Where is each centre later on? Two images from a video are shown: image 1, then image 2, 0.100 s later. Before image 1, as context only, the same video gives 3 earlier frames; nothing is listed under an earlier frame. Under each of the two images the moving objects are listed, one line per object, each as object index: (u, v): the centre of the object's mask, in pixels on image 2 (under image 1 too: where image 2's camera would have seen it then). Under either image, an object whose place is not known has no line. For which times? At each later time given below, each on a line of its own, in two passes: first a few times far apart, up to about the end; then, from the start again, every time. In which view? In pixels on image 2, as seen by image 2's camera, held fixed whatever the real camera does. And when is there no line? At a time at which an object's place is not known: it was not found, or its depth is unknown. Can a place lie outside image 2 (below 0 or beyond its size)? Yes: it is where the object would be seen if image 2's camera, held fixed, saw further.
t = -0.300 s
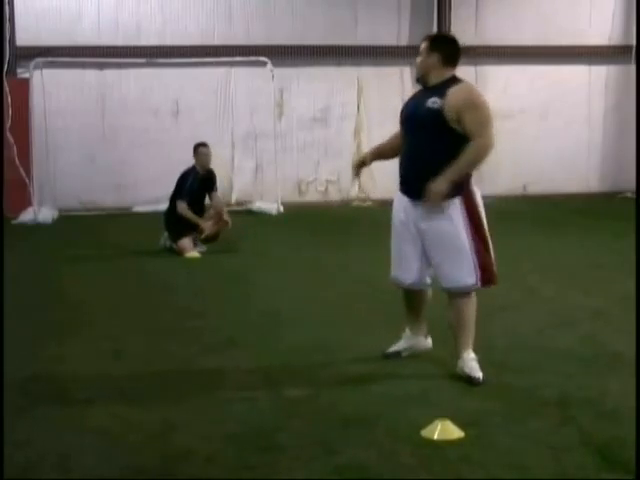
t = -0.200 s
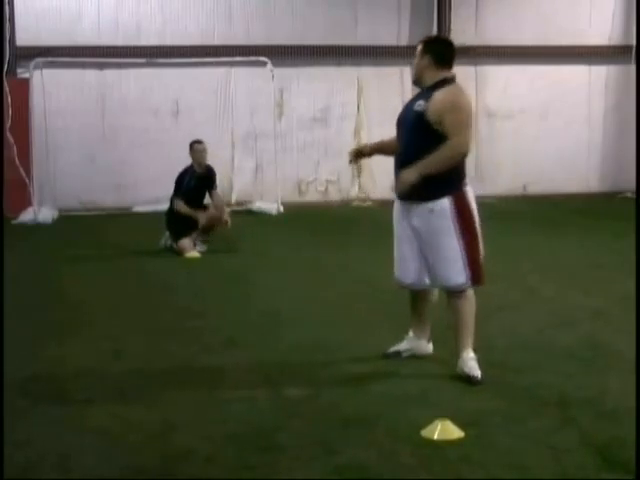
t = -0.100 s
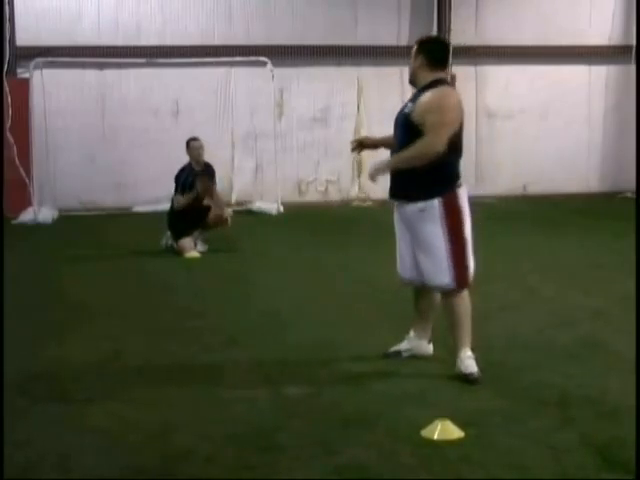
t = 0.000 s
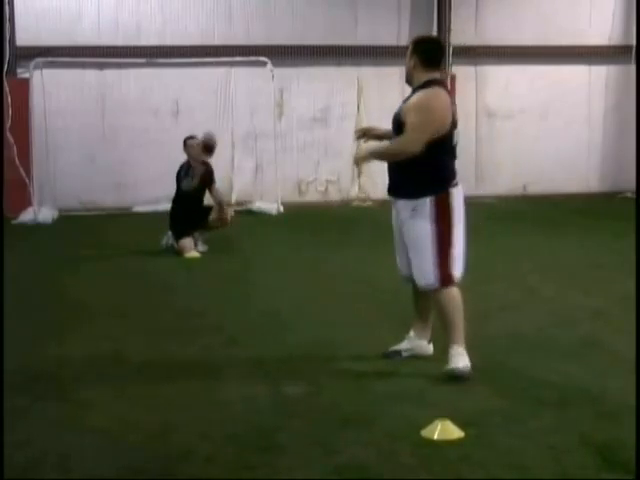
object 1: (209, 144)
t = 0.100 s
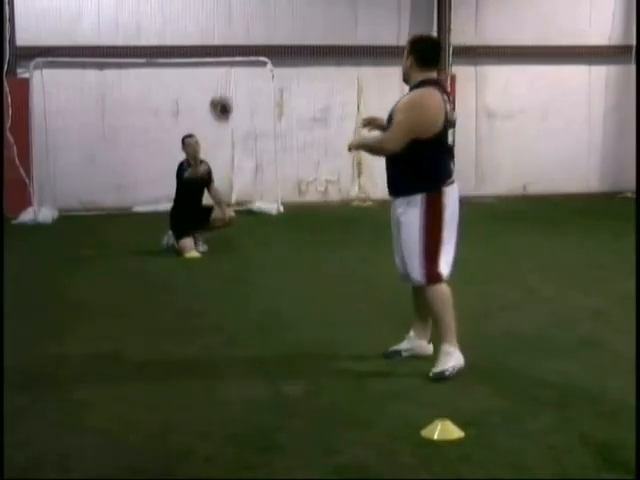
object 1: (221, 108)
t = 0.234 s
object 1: (242, 69)
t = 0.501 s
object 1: (295, 46)
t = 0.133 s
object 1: (226, 96)
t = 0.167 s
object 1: (231, 86)
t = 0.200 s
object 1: (236, 77)
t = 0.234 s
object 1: (242, 69)
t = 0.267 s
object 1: (247, 62)
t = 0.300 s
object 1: (253, 56)
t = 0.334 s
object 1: (260, 49)
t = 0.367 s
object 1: (266, 46)
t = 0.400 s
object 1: (273, 44)
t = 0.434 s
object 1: (279, 43)
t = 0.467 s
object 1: (287, 45)
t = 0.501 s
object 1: (295, 46)
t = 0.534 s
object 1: (304, 50)
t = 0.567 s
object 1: (311, 55)
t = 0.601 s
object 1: (318, 62)
